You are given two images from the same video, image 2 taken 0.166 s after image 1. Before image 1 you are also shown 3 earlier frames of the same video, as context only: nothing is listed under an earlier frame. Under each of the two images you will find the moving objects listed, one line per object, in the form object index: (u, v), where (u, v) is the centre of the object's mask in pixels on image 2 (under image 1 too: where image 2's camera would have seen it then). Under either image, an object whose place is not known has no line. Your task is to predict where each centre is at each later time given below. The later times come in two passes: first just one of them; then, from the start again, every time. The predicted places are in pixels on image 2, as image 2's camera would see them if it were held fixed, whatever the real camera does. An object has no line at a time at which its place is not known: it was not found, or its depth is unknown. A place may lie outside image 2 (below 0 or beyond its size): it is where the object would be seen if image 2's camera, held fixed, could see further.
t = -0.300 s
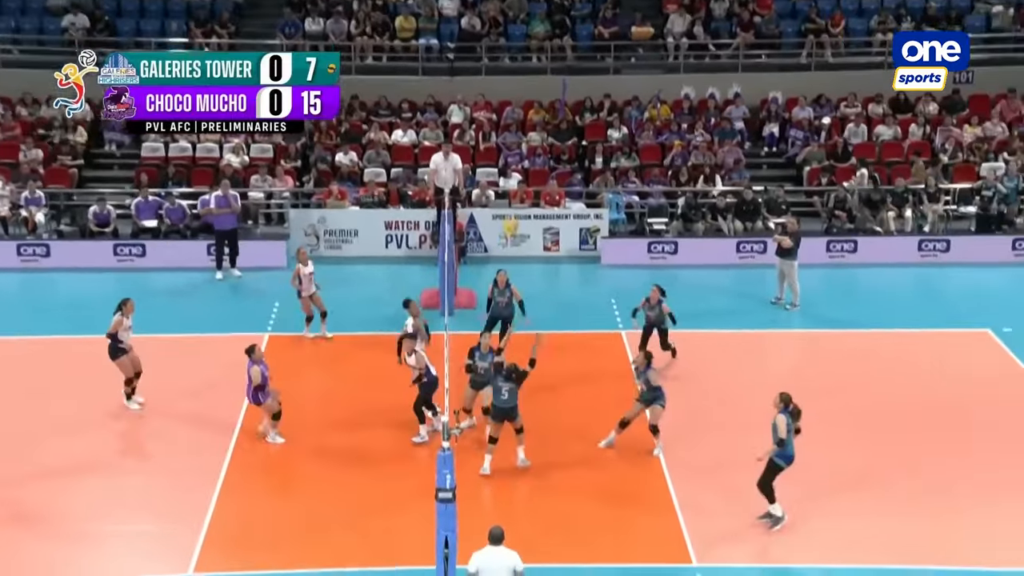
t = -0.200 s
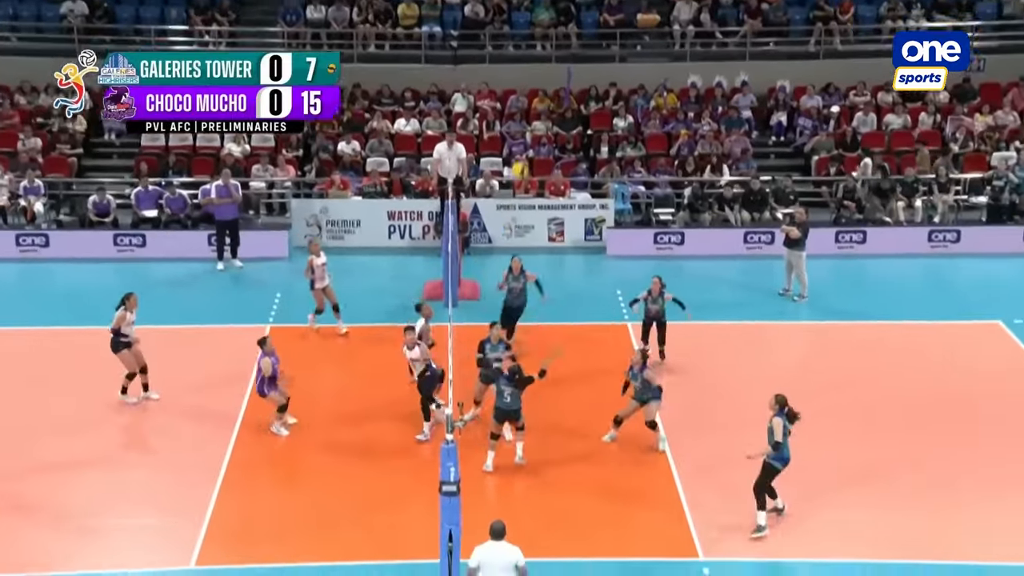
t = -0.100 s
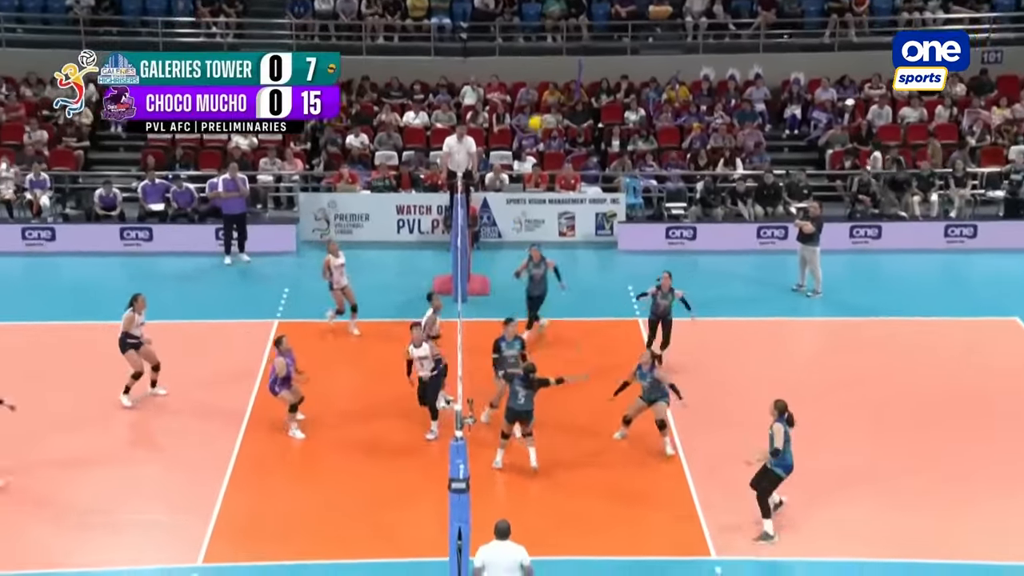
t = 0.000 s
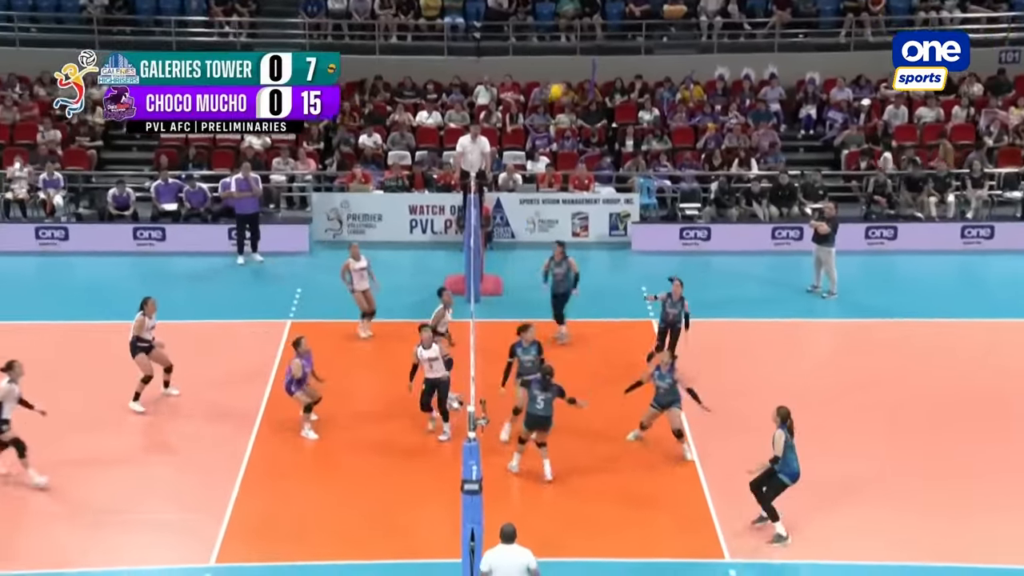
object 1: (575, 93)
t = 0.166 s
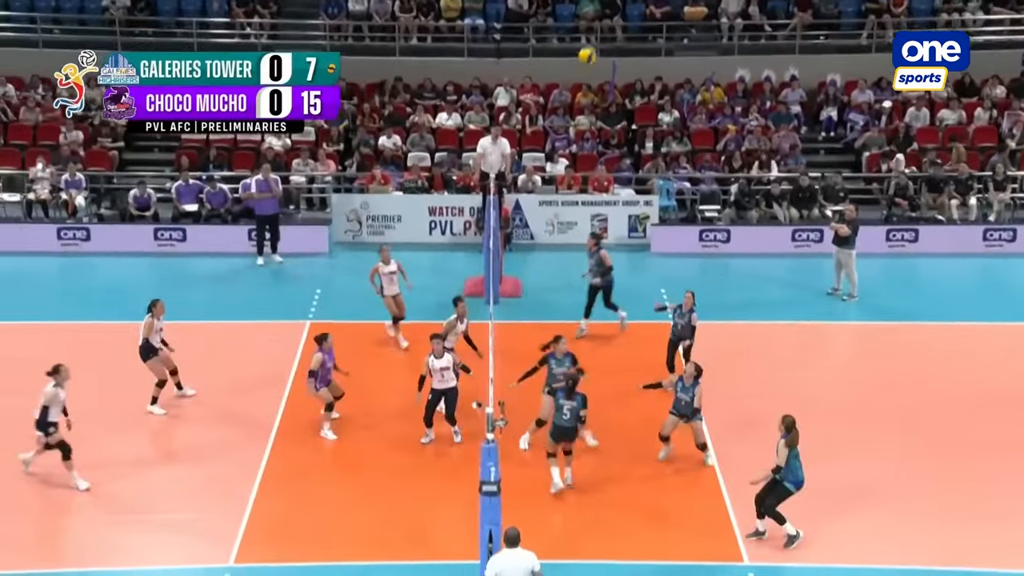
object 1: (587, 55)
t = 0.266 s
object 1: (595, 43)
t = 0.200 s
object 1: (590, 50)
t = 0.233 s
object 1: (592, 47)
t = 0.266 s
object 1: (595, 43)
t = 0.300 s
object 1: (597, 41)
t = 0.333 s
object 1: (599, 40)
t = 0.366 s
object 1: (601, 39)
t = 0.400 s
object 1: (603, 40)
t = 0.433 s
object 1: (606, 42)
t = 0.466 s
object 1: (608, 46)
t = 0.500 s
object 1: (610, 49)
